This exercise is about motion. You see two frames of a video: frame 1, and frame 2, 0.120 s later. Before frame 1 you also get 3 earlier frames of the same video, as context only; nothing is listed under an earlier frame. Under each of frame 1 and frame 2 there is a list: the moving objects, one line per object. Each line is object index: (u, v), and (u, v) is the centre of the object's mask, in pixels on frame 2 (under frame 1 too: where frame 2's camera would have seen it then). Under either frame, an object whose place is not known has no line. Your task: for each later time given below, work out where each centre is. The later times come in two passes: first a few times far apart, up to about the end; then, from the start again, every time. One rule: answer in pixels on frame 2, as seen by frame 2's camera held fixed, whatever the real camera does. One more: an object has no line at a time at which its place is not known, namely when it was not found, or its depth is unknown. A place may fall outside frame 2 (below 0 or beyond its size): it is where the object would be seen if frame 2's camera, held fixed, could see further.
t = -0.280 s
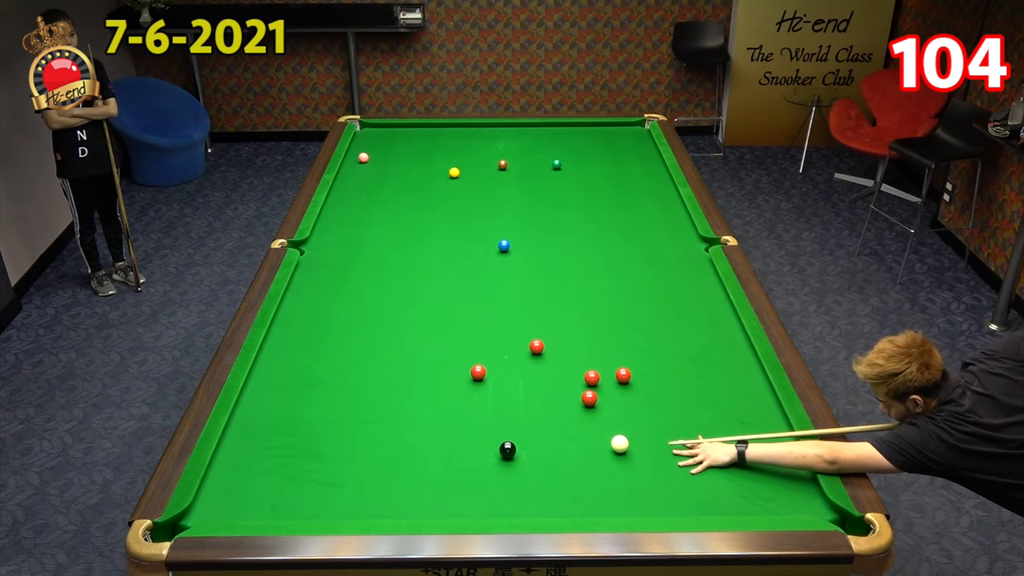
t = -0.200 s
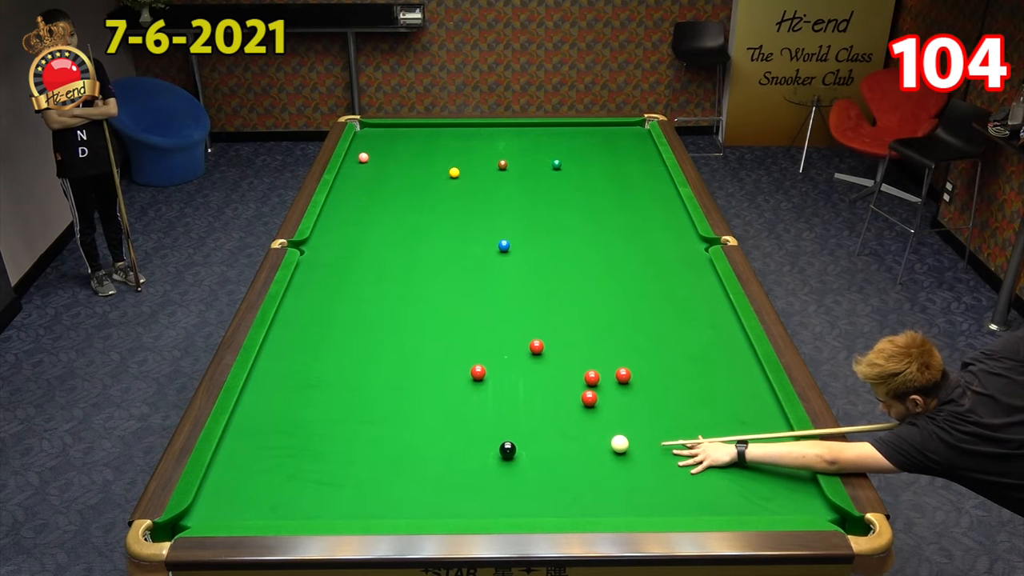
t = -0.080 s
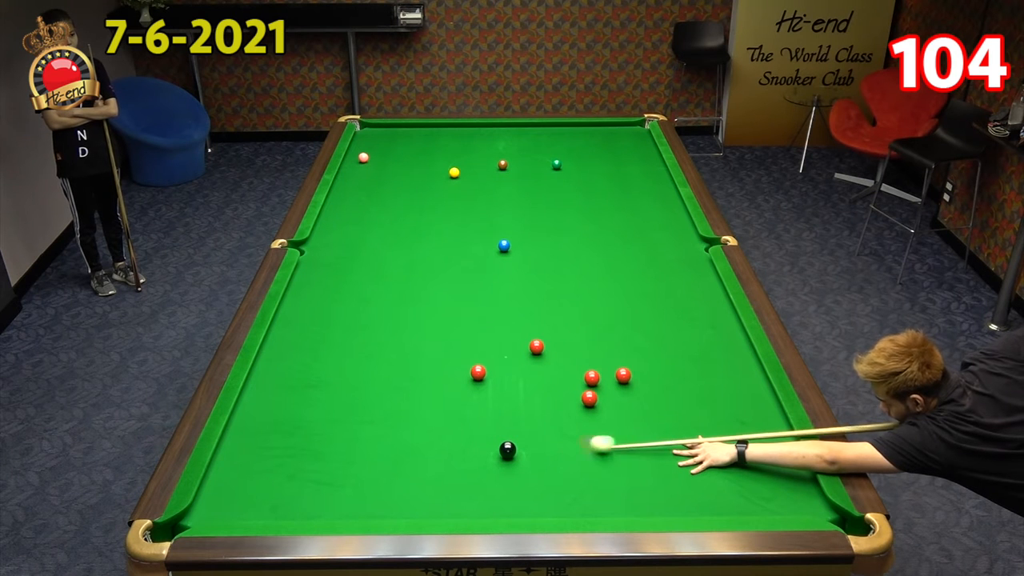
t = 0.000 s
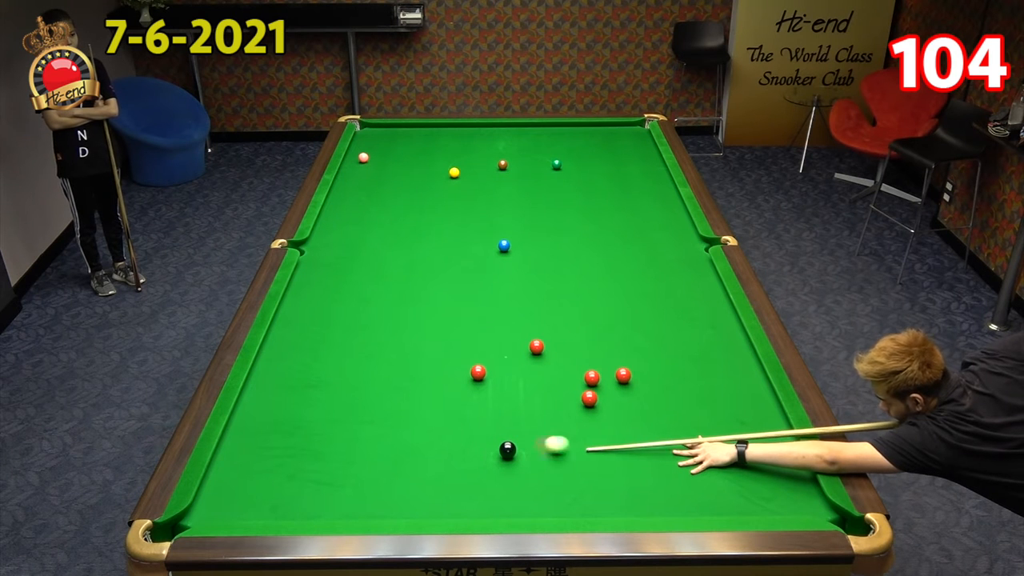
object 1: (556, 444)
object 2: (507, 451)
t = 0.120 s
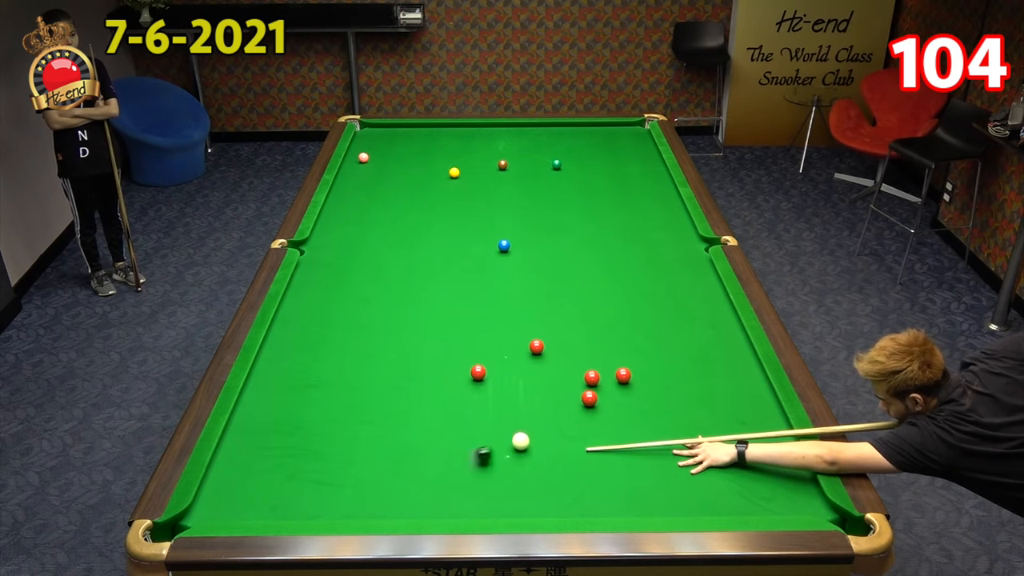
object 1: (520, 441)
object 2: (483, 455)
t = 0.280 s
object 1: (518, 433)
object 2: (425, 469)
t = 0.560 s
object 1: (515, 419)
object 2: (328, 491)
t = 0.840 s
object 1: (512, 407)
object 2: (227, 512)
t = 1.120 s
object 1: (510, 397)
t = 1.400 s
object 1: (508, 389)
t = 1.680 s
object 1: (506, 381)
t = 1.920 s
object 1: (505, 376)
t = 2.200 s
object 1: (503, 371)
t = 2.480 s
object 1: (502, 367)
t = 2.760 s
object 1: (501, 363)
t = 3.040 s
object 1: (501, 361)
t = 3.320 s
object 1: (501, 360)
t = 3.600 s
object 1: (501, 360)
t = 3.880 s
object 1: (501, 360)
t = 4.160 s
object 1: (501, 360)
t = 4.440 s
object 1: (501, 360)
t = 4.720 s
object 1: (501, 360)
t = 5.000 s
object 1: (501, 360)
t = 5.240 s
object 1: (501, 360)
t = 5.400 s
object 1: (501, 360)
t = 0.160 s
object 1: (519, 439)
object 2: (467, 459)
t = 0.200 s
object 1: (519, 437)
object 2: (452, 463)
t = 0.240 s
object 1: (518, 435)
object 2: (439, 466)
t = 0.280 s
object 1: (518, 433)
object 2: (425, 469)
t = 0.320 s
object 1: (518, 430)
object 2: (412, 472)
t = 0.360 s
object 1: (517, 428)
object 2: (398, 475)
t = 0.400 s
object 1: (517, 427)
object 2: (384, 478)
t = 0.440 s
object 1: (516, 425)
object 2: (370, 481)
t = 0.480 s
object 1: (516, 423)
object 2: (356, 484)
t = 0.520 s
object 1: (515, 421)
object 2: (342, 487)
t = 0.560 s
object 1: (515, 419)
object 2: (328, 491)
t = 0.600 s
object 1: (515, 417)
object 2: (314, 494)
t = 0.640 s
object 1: (514, 416)
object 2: (299, 497)
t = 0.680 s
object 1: (514, 414)
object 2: (285, 500)
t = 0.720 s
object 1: (514, 412)
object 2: (271, 503)
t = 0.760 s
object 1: (513, 411)
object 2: (256, 507)
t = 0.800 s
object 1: (513, 409)
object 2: (241, 510)
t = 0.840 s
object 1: (512, 407)
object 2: (227, 512)
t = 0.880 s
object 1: (512, 406)
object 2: (212, 514)
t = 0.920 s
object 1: (512, 404)
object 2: (198, 517)
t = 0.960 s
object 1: (512, 403)
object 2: (183, 523)
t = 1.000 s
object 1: (511, 401)
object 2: (175, 530)
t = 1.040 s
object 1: (511, 400)
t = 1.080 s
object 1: (511, 399)
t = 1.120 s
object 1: (510, 397)
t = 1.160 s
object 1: (510, 396)
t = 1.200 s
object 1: (510, 395)
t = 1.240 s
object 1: (509, 394)
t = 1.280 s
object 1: (509, 392)
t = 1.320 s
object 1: (509, 391)
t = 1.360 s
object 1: (508, 390)
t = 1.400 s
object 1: (508, 389)
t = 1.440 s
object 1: (508, 388)
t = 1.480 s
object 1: (508, 386)
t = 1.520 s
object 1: (507, 385)
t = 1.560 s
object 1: (507, 384)
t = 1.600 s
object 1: (507, 383)
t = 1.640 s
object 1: (506, 382)
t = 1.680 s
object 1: (506, 381)
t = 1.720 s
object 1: (506, 380)
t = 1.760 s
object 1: (506, 379)
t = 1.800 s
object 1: (505, 379)
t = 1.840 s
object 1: (505, 378)
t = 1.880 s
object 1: (505, 377)
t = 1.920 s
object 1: (505, 376)
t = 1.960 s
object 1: (504, 375)
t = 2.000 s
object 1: (504, 374)
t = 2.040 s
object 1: (504, 374)
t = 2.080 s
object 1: (504, 373)
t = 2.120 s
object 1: (504, 372)
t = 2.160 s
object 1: (503, 371)
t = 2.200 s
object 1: (503, 371)
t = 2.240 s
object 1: (503, 370)
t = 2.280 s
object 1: (503, 369)
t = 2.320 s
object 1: (502, 369)
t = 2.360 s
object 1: (502, 368)
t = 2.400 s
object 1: (502, 368)
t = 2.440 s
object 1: (502, 367)
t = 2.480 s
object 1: (502, 367)
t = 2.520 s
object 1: (502, 366)
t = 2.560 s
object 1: (502, 366)
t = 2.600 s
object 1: (502, 365)
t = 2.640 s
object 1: (501, 365)
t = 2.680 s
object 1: (501, 364)
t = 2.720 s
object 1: (501, 364)
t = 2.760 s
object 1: (501, 363)
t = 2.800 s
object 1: (501, 363)
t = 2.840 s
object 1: (501, 363)
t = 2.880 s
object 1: (501, 362)
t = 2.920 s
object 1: (501, 362)
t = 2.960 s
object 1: (501, 362)
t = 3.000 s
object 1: (501, 362)
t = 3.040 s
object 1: (501, 361)
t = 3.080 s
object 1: (501, 361)
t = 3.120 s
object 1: (501, 361)
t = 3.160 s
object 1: (501, 360)
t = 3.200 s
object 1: (501, 360)
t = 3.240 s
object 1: (501, 360)
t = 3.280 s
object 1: (501, 360)
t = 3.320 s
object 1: (501, 360)
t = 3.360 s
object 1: (501, 360)
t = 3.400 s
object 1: (501, 360)
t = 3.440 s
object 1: (501, 360)
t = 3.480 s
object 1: (501, 360)
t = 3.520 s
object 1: (501, 360)
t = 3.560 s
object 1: (501, 360)
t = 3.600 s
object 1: (501, 360)
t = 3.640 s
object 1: (501, 360)
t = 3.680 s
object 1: (501, 360)
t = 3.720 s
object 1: (501, 360)
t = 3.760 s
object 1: (501, 360)
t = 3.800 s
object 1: (501, 360)
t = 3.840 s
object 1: (501, 360)
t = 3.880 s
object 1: (501, 360)
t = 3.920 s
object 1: (501, 360)
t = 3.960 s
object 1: (501, 360)
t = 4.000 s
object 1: (501, 360)
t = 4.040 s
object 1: (501, 360)
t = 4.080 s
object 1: (501, 360)
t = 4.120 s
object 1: (501, 360)
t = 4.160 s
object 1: (501, 360)
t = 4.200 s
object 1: (501, 360)
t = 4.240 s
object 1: (501, 360)
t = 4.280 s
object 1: (501, 360)
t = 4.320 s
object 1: (501, 360)
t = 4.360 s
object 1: (501, 360)
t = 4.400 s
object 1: (501, 360)
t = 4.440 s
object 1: (501, 360)
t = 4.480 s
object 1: (501, 360)
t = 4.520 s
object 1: (501, 360)
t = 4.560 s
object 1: (501, 360)
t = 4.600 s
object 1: (501, 360)
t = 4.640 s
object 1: (501, 360)
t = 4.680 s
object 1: (501, 360)
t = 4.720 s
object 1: (501, 360)
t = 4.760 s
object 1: (501, 360)
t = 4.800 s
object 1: (501, 360)
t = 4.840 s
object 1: (501, 360)
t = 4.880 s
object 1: (501, 360)
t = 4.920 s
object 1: (501, 360)
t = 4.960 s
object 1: (501, 360)
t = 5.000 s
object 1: (501, 360)
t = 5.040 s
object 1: (501, 360)
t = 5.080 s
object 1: (501, 360)
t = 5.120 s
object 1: (501, 360)
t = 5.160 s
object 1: (501, 360)
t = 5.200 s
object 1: (501, 360)
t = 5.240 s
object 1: (501, 360)
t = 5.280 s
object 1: (501, 360)
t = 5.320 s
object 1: (501, 360)
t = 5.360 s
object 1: (501, 360)
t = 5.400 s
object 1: (501, 360)
